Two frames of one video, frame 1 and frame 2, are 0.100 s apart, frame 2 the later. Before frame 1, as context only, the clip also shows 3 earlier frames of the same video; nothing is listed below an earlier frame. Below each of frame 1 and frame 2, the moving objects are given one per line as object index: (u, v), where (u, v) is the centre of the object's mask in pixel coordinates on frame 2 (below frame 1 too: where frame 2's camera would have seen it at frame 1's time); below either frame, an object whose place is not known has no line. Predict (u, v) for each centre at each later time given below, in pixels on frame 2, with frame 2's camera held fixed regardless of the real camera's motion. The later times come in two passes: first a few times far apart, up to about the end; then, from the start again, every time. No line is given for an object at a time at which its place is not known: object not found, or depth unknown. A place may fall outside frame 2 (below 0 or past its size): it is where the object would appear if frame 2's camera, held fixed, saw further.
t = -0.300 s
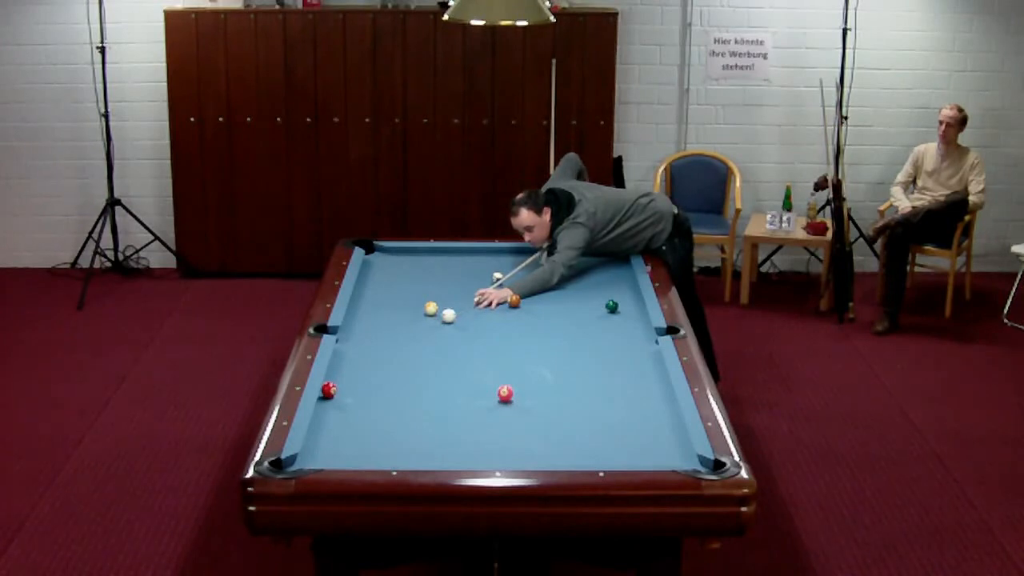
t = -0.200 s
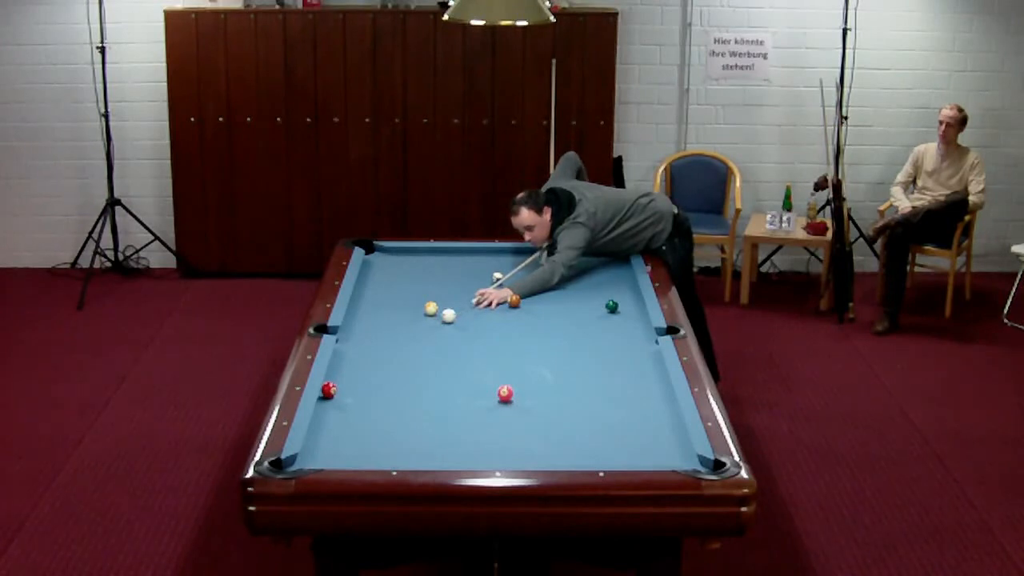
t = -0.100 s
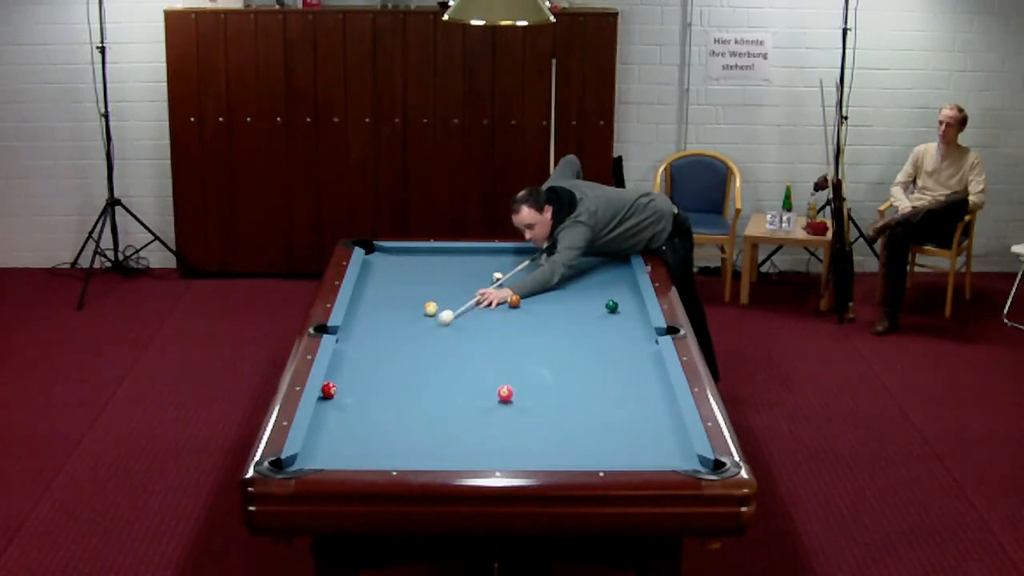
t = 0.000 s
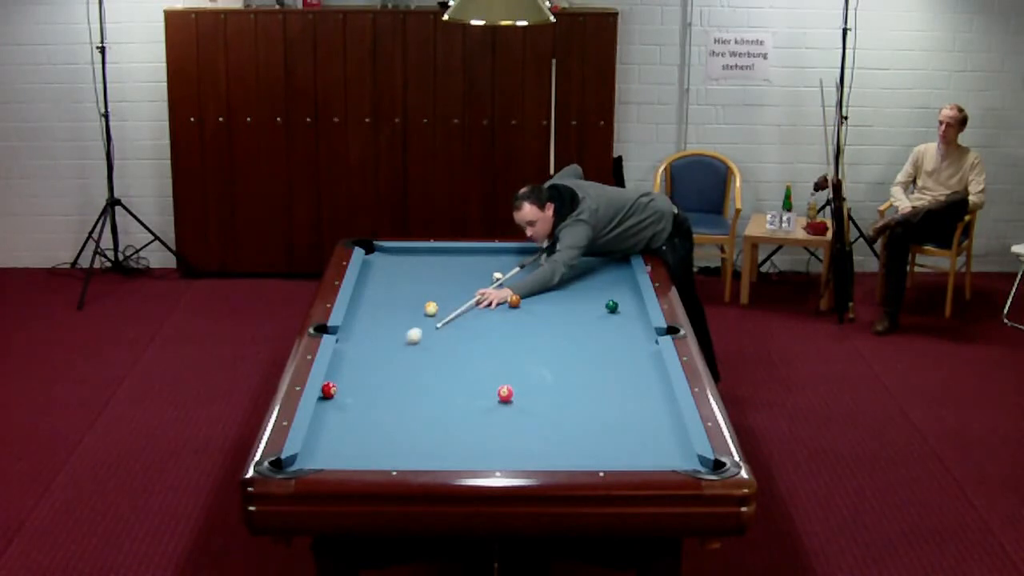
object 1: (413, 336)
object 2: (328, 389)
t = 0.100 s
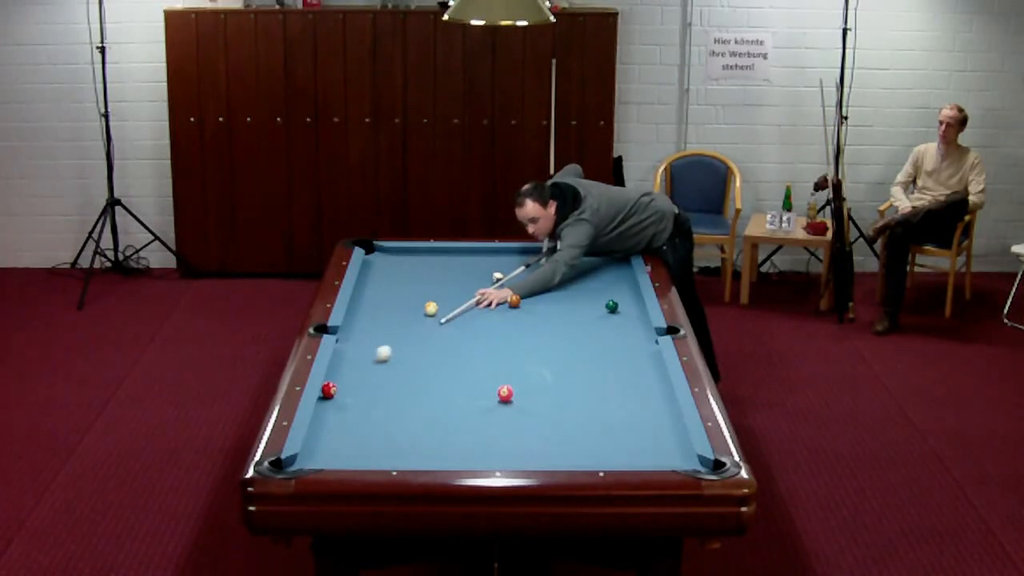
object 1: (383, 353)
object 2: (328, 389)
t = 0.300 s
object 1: (330, 381)
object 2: (326, 392)
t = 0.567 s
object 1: (355, 381)
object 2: (320, 425)
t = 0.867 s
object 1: (380, 377)
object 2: (312, 459)
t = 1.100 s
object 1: (398, 375)
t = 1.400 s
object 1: (420, 373)
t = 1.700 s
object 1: (439, 371)
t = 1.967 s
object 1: (455, 368)
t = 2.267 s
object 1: (471, 367)
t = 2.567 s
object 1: (485, 365)
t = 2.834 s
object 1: (495, 364)
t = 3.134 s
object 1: (506, 363)
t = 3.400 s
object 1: (514, 361)
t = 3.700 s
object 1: (521, 360)
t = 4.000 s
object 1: (526, 360)
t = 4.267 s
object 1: (529, 359)
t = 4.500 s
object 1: (530, 359)
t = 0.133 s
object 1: (373, 359)
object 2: (328, 389)
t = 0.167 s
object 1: (363, 365)
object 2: (328, 389)
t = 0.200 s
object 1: (354, 370)
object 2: (328, 389)
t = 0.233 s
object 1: (345, 375)
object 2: (328, 390)
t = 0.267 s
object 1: (336, 379)
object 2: (328, 390)
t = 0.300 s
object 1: (330, 381)
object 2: (326, 392)
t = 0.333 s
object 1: (333, 383)
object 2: (325, 397)
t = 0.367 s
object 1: (336, 383)
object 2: (325, 402)
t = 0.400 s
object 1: (340, 382)
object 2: (324, 406)
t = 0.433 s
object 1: (343, 382)
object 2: (323, 410)
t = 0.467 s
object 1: (346, 382)
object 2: (323, 414)
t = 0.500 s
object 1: (348, 381)
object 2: (322, 418)
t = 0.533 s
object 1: (352, 381)
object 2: (321, 421)
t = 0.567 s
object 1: (355, 381)
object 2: (320, 425)
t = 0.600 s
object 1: (358, 380)
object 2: (320, 429)
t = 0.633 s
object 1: (360, 380)
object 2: (319, 433)
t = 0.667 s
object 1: (363, 380)
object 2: (318, 438)
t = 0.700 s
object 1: (366, 379)
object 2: (317, 441)
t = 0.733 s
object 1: (369, 379)
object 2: (316, 445)
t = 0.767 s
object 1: (371, 379)
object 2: (315, 450)
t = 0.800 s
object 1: (374, 378)
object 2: (315, 454)
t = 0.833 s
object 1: (377, 378)
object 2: (314, 457)
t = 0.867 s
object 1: (380, 377)
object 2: (312, 459)
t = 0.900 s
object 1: (383, 377)
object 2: (309, 461)
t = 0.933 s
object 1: (385, 377)
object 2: (304, 461)
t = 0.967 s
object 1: (388, 376)
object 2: (300, 462)
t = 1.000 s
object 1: (390, 376)
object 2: (294, 463)
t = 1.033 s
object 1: (393, 376)
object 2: (289, 466)
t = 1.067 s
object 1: (395, 376)
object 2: (286, 468)
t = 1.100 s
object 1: (398, 375)
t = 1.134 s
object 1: (401, 375)
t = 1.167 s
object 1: (403, 375)
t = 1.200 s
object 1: (405, 375)
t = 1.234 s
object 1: (408, 374)
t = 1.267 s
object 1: (410, 374)
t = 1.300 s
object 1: (413, 374)
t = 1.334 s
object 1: (415, 374)
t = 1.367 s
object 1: (417, 374)
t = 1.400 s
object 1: (420, 373)
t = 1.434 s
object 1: (422, 373)
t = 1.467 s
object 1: (424, 372)
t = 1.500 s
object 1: (426, 372)
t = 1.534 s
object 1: (429, 372)
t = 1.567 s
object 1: (431, 372)
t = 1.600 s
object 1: (433, 372)
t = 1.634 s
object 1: (435, 371)
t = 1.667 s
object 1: (437, 371)
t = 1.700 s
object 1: (439, 371)
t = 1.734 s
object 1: (441, 370)
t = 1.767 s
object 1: (443, 370)
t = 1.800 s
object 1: (445, 370)
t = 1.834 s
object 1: (447, 370)
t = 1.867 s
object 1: (449, 369)
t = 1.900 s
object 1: (451, 369)
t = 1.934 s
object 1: (453, 369)
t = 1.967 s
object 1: (455, 368)
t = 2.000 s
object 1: (457, 368)
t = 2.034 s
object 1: (459, 368)
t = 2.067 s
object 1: (460, 368)
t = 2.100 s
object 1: (462, 368)
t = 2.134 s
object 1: (464, 368)
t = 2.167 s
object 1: (466, 367)
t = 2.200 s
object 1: (467, 367)
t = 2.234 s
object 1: (469, 367)
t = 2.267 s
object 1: (471, 367)
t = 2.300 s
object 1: (472, 367)
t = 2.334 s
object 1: (474, 366)
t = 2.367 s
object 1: (476, 366)
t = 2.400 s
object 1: (477, 366)
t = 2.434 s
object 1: (479, 366)
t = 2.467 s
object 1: (480, 366)
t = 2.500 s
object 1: (482, 365)
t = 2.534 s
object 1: (483, 365)
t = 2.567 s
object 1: (485, 365)
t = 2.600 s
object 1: (486, 365)
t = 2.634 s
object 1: (488, 365)
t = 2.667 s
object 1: (489, 365)
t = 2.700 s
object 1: (490, 365)
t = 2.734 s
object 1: (492, 364)
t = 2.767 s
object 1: (493, 364)
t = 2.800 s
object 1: (494, 364)
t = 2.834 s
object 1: (495, 364)
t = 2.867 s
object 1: (497, 364)
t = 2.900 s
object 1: (498, 364)
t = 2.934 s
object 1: (499, 364)
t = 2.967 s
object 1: (500, 364)
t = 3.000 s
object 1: (501, 363)
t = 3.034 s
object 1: (503, 363)
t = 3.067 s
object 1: (504, 363)
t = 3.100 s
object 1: (505, 363)
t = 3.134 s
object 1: (506, 363)
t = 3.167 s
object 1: (507, 362)
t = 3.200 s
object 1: (508, 362)
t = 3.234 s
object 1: (509, 362)
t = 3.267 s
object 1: (510, 362)
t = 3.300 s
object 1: (511, 362)
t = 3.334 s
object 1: (512, 362)
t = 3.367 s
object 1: (513, 361)
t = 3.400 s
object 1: (514, 361)
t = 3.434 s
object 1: (515, 361)
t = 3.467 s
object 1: (516, 361)
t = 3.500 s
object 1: (516, 361)
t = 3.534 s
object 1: (517, 360)
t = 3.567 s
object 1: (518, 360)
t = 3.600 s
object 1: (518, 360)
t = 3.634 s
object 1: (519, 360)
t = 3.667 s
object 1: (520, 360)
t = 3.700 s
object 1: (521, 360)
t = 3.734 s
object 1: (521, 360)
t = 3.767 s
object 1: (522, 360)
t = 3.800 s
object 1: (523, 360)
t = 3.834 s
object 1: (523, 360)
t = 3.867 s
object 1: (524, 360)
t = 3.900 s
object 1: (524, 360)
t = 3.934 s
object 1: (525, 360)
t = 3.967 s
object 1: (525, 360)
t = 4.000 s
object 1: (526, 360)
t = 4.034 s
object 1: (526, 360)
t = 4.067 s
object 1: (527, 360)
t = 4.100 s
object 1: (527, 360)
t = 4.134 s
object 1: (528, 360)
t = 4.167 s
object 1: (528, 360)
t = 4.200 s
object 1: (528, 360)
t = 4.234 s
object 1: (529, 359)
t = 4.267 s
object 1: (529, 359)
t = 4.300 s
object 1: (529, 359)
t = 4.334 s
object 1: (529, 359)
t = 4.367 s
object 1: (529, 359)
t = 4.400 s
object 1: (530, 359)
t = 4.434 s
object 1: (530, 359)
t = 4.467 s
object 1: (530, 359)
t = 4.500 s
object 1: (530, 359)
